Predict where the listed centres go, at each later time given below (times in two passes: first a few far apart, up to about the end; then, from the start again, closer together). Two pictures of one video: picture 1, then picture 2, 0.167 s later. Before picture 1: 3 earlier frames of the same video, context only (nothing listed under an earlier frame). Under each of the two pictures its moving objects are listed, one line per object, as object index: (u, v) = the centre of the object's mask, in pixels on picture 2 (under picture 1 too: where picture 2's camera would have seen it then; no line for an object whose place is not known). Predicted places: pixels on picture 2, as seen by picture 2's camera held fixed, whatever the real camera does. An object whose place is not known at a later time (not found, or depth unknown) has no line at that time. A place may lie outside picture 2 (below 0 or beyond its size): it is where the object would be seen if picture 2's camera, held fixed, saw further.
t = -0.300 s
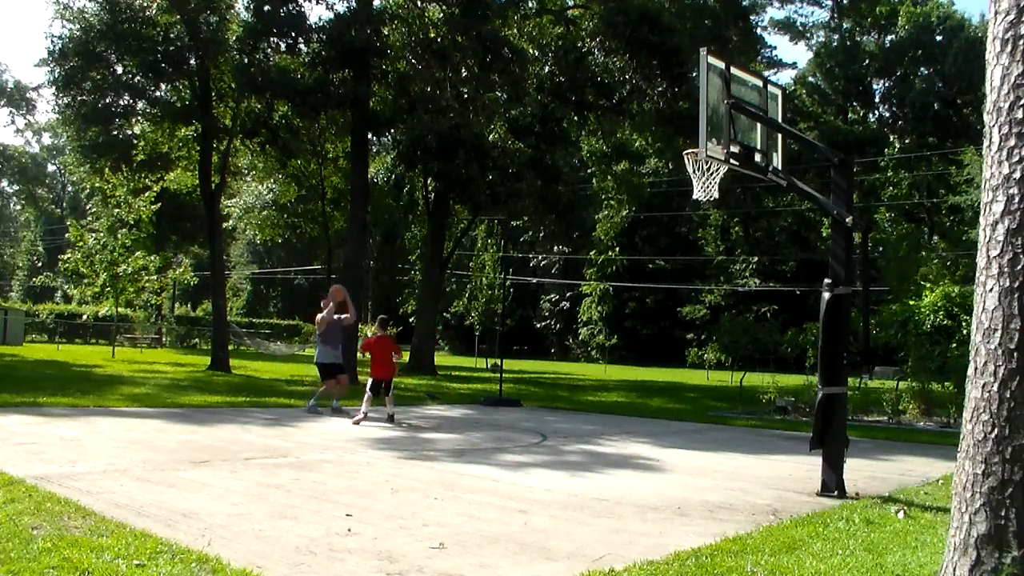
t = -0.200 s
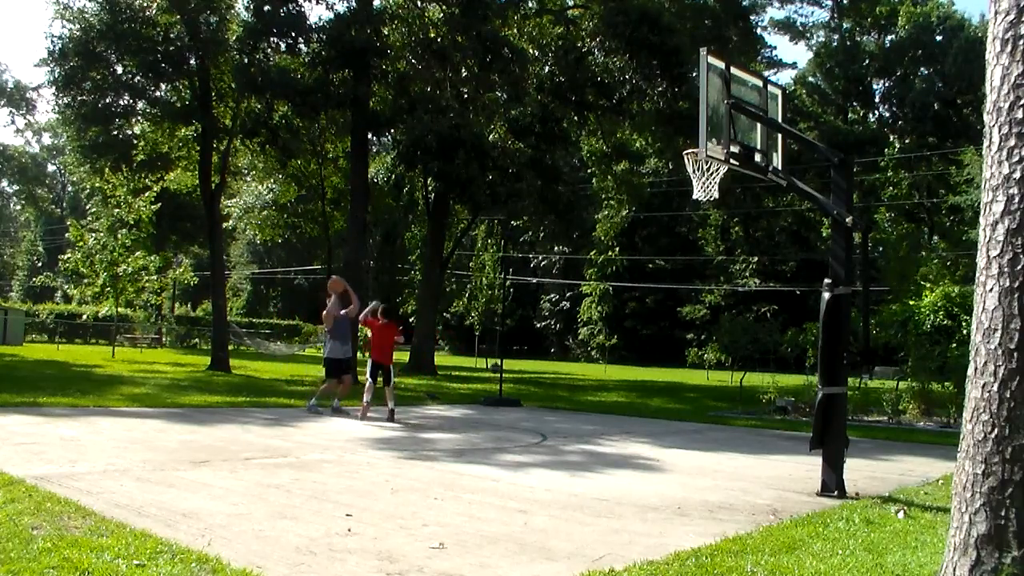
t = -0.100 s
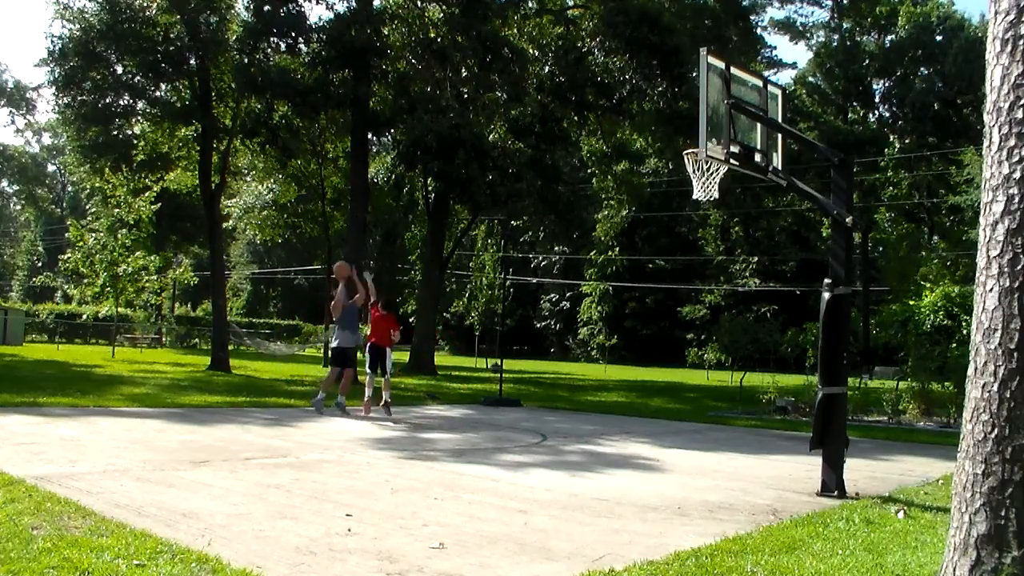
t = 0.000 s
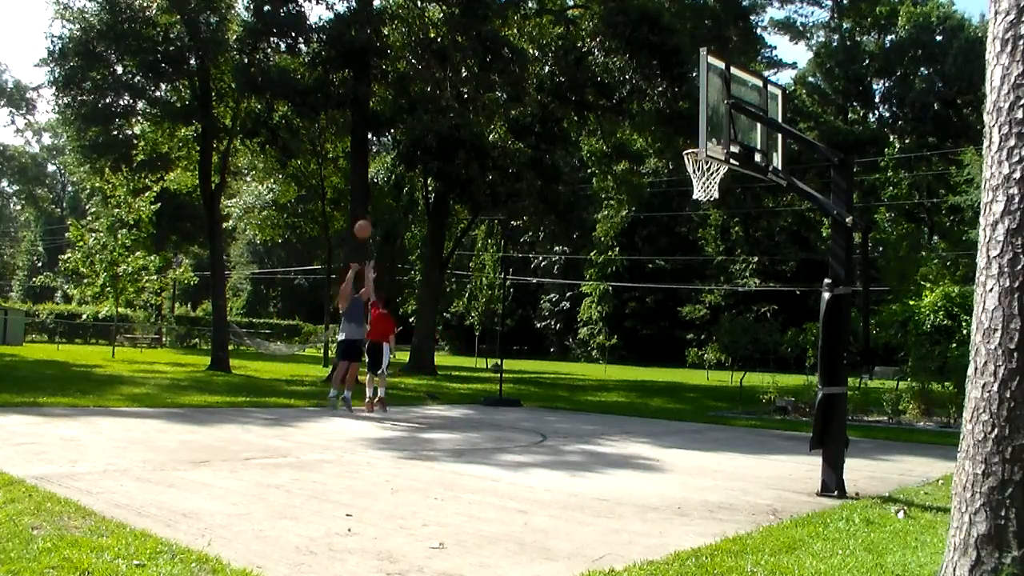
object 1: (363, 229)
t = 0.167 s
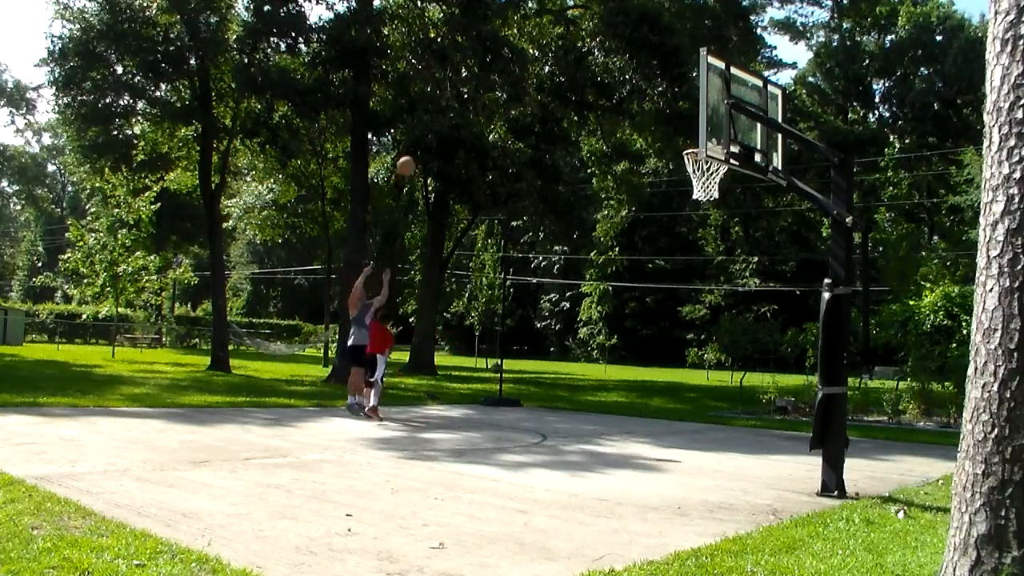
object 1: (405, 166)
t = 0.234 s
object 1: (424, 145)
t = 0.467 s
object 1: (491, 90)
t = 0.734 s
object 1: (575, 74)
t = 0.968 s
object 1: (662, 110)
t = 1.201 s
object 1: (707, 201)
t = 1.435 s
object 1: (677, 313)
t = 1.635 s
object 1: (651, 451)
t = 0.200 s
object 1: (415, 155)
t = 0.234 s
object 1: (424, 145)
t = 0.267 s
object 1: (433, 135)
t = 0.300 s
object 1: (442, 126)
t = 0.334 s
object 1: (452, 117)
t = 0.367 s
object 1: (461, 110)
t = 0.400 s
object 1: (470, 102)
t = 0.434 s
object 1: (481, 96)
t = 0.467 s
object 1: (491, 90)
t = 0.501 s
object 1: (501, 86)
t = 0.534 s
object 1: (511, 81)
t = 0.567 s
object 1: (521, 78)
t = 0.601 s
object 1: (531, 76)
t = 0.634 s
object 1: (542, 74)
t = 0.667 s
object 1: (553, 73)
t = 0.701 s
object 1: (564, 73)
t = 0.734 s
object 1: (575, 74)
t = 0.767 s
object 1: (587, 76)
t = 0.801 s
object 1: (599, 79)
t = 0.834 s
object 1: (611, 83)
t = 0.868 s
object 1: (623, 88)
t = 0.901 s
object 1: (635, 94)
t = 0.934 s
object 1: (648, 101)
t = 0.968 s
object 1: (662, 110)
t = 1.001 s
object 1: (675, 120)
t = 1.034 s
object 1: (687, 130)
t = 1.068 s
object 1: (695, 140)
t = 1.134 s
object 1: (717, 174)
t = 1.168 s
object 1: (711, 187)
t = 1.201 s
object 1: (707, 201)
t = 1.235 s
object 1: (703, 211)
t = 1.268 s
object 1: (698, 226)
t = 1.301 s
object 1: (694, 242)
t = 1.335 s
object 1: (690, 258)
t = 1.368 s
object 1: (686, 275)
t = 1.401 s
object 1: (681, 294)
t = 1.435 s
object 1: (677, 313)
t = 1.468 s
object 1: (672, 334)
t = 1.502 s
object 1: (668, 355)
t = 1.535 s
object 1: (664, 378)
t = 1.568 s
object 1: (659, 402)
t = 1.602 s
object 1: (655, 425)
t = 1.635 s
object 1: (651, 451)
